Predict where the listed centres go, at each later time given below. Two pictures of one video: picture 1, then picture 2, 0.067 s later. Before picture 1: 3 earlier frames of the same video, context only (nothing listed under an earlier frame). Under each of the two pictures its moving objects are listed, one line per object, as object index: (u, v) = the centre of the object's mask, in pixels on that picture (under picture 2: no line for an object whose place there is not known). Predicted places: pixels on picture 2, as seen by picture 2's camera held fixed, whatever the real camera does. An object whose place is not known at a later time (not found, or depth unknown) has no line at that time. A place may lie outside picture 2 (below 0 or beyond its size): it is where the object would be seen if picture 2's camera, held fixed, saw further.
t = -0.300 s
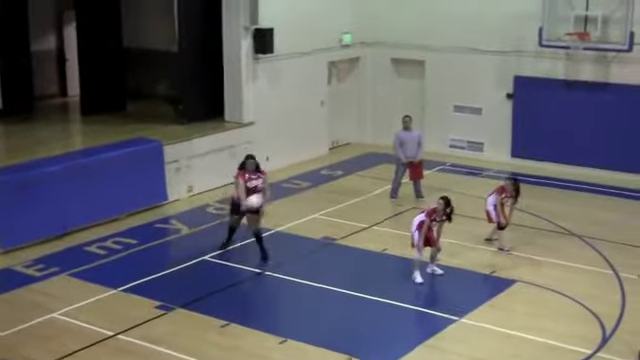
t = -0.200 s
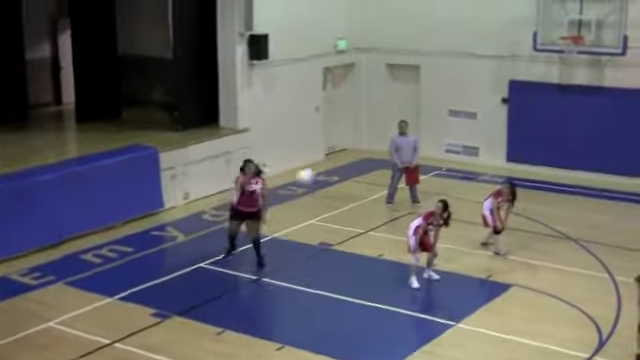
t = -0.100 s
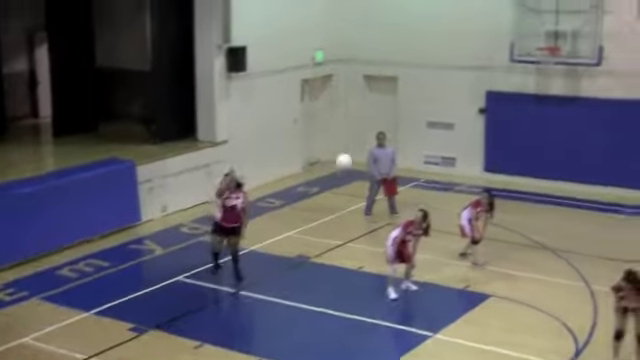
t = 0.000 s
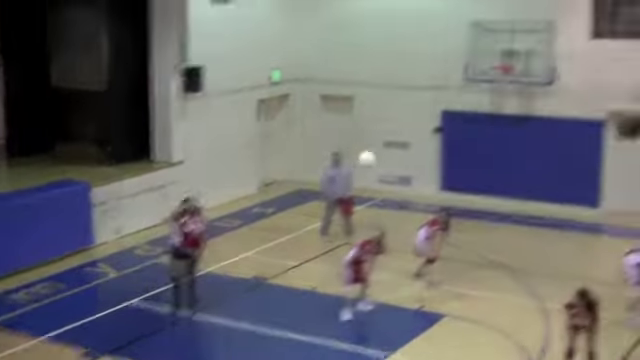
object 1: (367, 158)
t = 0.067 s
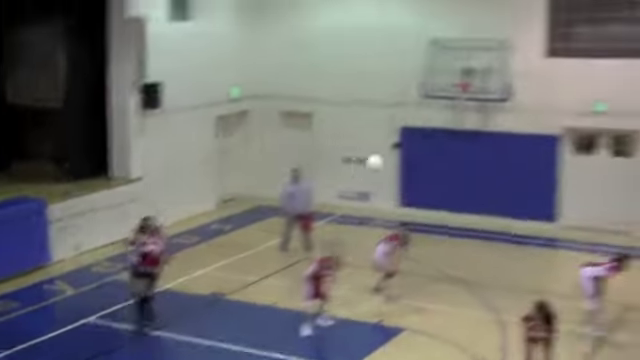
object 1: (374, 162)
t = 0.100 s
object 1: (400, 159)
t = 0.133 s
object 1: (426, 155)
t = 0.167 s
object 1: (453, 151)
